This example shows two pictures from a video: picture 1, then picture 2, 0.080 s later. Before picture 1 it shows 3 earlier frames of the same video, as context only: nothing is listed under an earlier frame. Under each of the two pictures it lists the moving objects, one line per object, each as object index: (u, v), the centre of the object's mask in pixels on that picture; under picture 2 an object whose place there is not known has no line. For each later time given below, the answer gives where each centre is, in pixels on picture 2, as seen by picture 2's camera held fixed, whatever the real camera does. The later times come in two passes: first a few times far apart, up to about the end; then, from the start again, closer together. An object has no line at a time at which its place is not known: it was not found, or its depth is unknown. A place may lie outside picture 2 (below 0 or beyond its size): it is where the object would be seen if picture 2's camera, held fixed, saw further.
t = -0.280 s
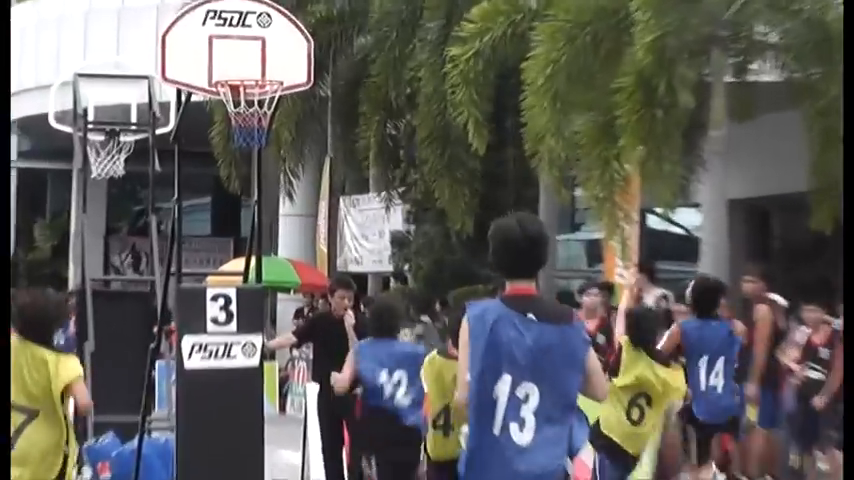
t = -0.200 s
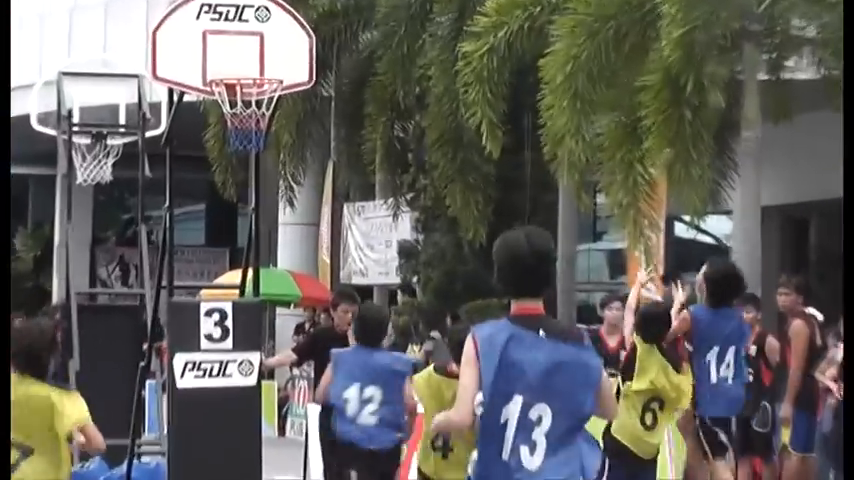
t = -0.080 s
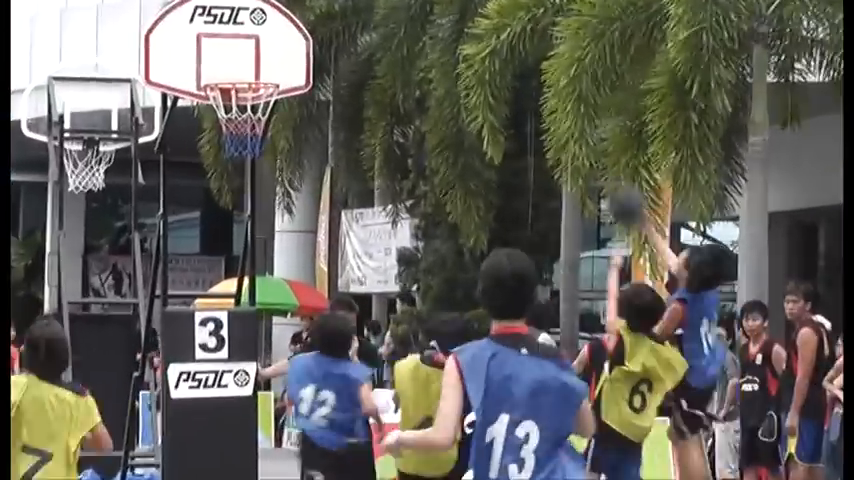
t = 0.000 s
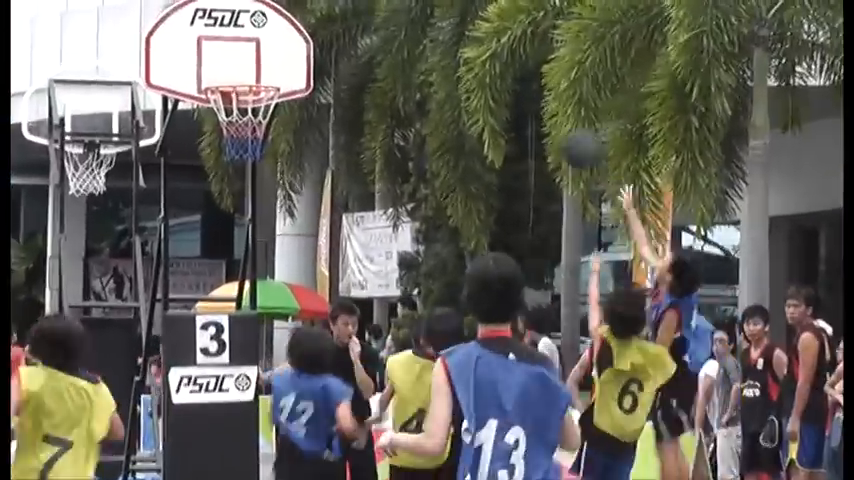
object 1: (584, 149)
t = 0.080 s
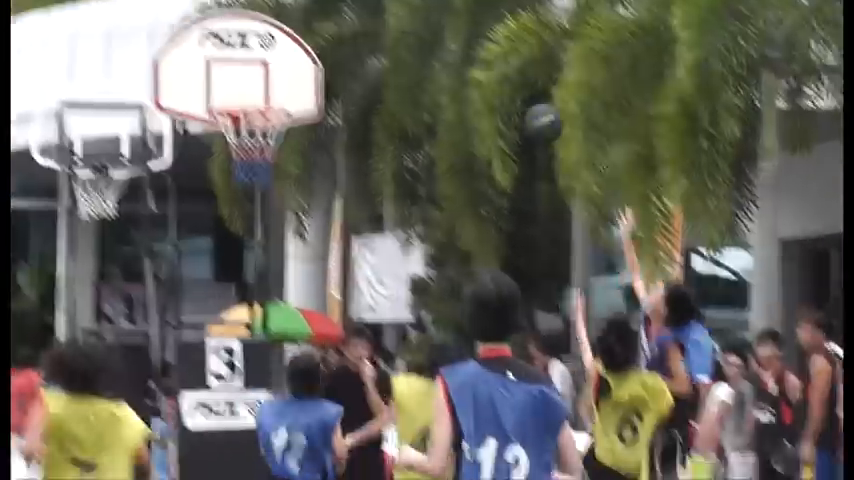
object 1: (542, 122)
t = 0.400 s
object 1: (361, 41)
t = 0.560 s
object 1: (272, 64)
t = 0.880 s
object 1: (180, 75)
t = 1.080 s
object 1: (140, 120)
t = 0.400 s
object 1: (361, 41)
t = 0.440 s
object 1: (341, 43)
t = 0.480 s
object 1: (317, 46)
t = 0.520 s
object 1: (295, 54)
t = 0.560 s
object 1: (272, 64)
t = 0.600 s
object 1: (250, 75)
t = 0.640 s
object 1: (228, 89)
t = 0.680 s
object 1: (217, 93)
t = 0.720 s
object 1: (210, 85)
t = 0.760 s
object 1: (203, 79)
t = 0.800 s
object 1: (195, 75)
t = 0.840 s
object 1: (188, 73)
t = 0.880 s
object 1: (180, 75)
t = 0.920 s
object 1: (172, 79)
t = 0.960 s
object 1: (164, 86)
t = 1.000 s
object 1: (156, 94)
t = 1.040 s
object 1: (148, 106)
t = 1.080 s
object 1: (140, 120)
